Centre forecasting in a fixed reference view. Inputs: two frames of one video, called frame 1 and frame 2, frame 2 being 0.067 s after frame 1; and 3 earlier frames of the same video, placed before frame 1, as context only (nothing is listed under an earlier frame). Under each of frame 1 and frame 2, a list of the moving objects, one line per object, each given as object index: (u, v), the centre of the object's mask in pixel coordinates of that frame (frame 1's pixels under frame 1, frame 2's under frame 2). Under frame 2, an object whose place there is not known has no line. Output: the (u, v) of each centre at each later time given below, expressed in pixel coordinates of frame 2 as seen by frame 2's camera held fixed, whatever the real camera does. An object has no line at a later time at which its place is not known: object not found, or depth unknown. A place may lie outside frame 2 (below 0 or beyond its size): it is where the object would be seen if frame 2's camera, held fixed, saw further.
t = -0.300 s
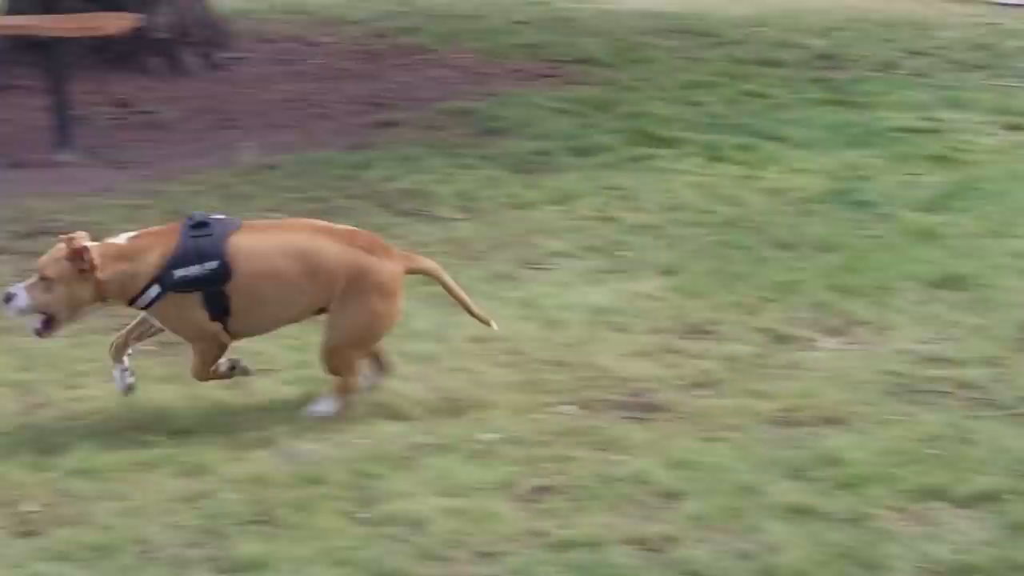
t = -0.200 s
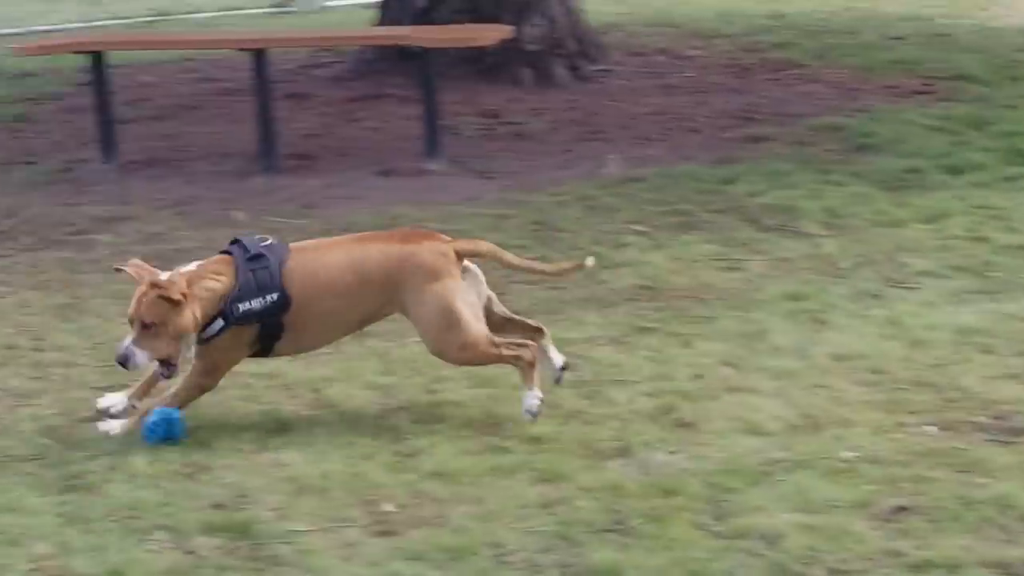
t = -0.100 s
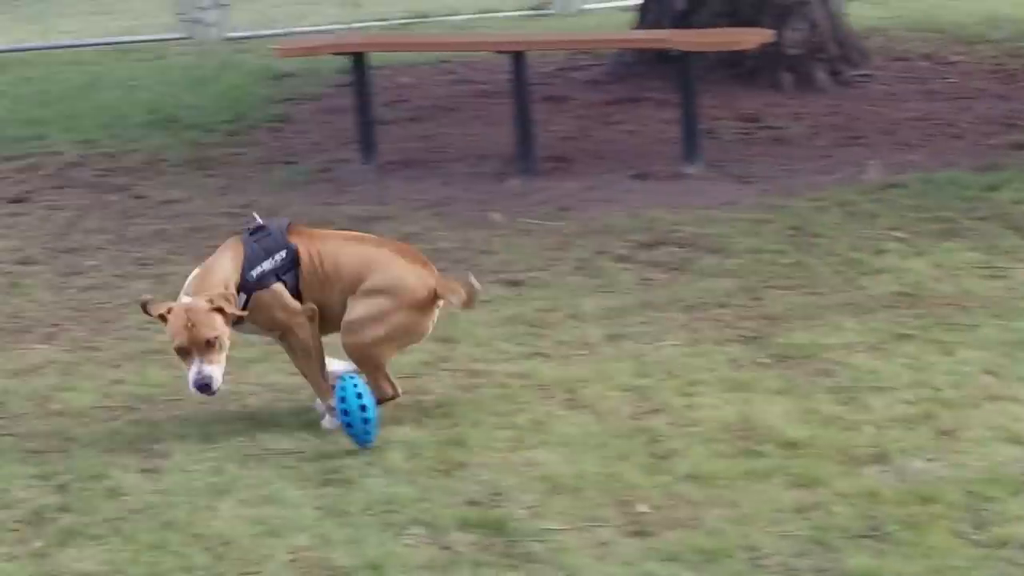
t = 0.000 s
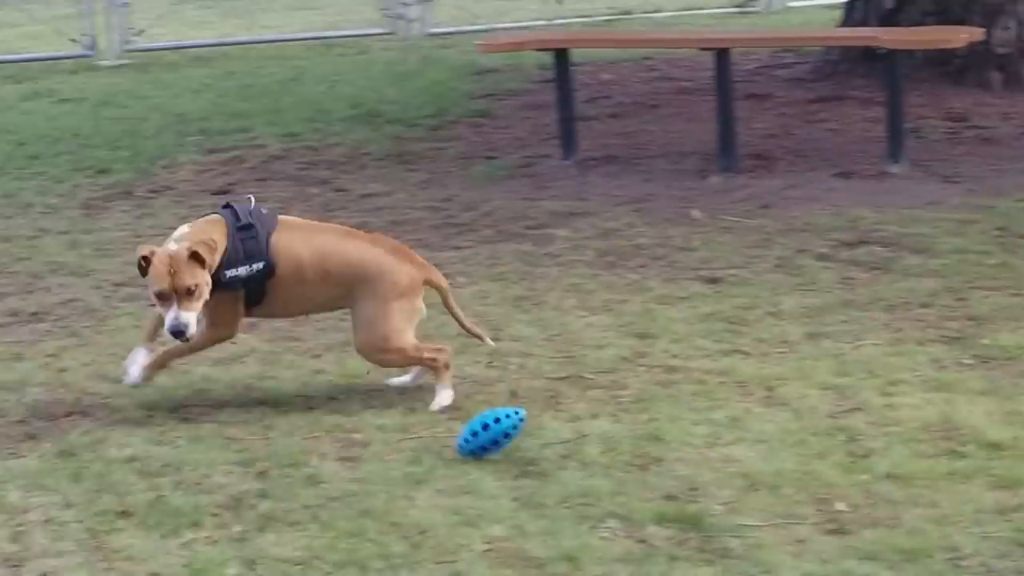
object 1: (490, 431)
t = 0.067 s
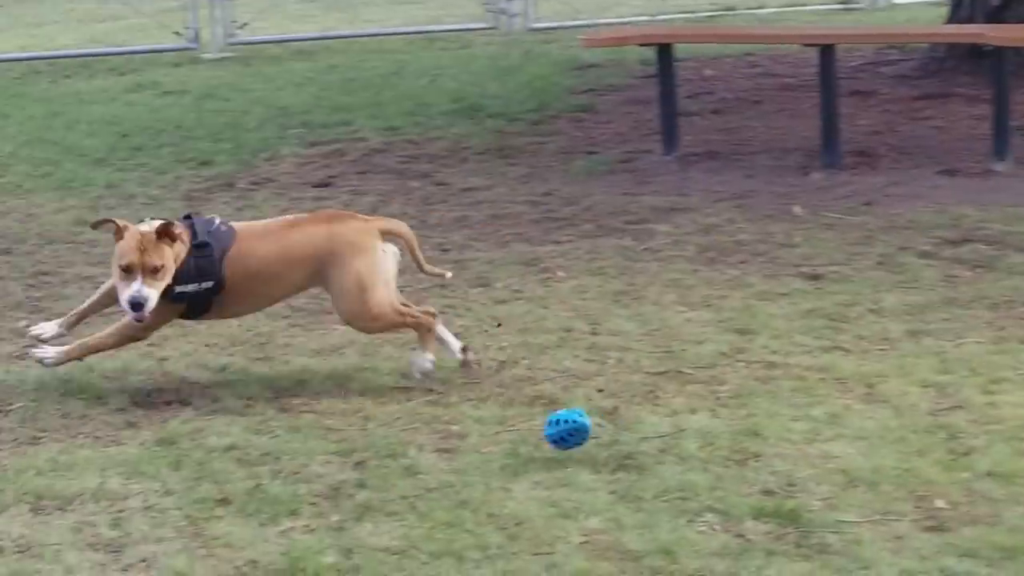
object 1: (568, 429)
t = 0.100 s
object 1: (561, 429)
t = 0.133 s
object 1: (555, 436)
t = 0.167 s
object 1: (548, 445)
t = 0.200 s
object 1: (539, 448)
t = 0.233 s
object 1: (528, 453)
